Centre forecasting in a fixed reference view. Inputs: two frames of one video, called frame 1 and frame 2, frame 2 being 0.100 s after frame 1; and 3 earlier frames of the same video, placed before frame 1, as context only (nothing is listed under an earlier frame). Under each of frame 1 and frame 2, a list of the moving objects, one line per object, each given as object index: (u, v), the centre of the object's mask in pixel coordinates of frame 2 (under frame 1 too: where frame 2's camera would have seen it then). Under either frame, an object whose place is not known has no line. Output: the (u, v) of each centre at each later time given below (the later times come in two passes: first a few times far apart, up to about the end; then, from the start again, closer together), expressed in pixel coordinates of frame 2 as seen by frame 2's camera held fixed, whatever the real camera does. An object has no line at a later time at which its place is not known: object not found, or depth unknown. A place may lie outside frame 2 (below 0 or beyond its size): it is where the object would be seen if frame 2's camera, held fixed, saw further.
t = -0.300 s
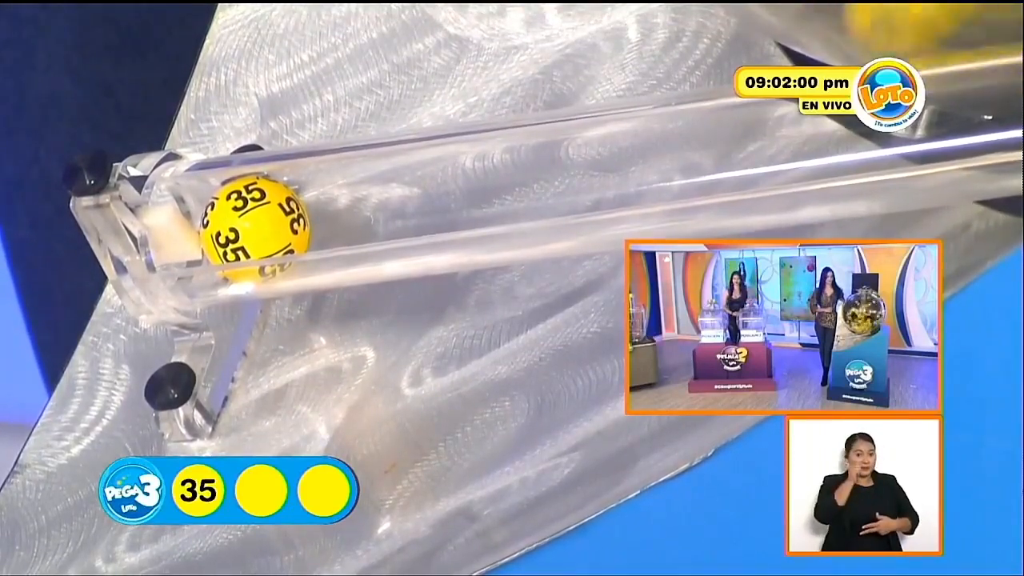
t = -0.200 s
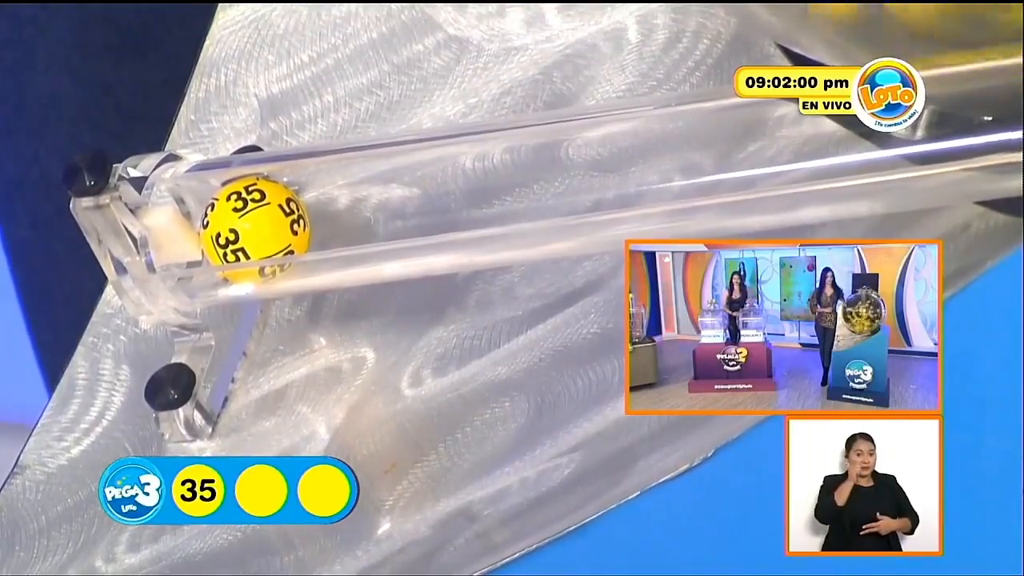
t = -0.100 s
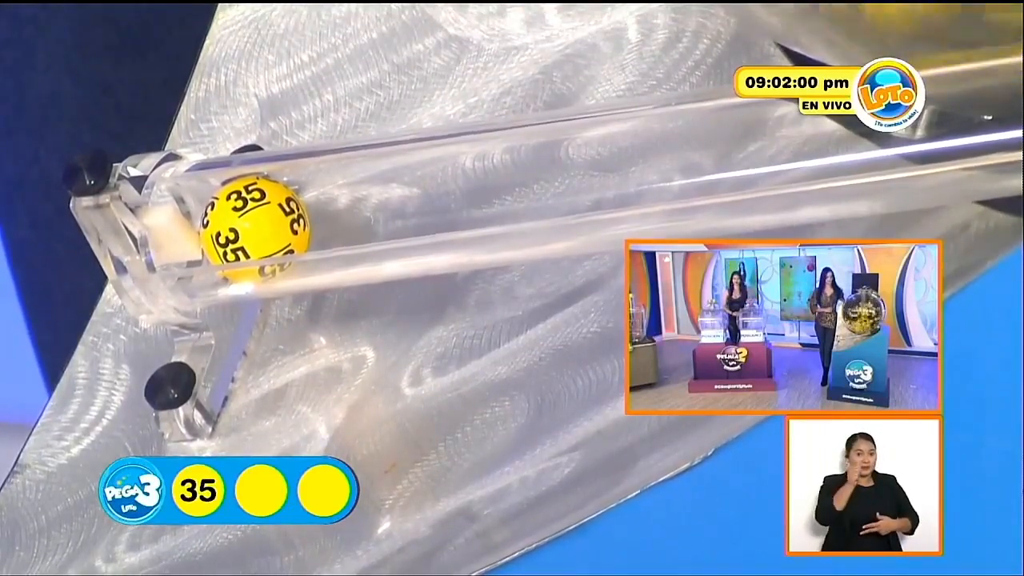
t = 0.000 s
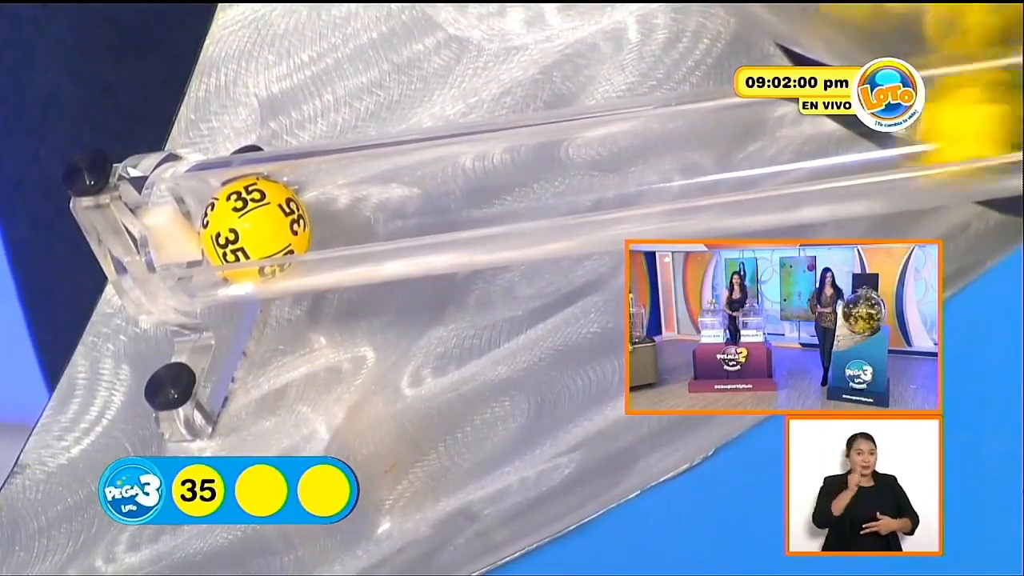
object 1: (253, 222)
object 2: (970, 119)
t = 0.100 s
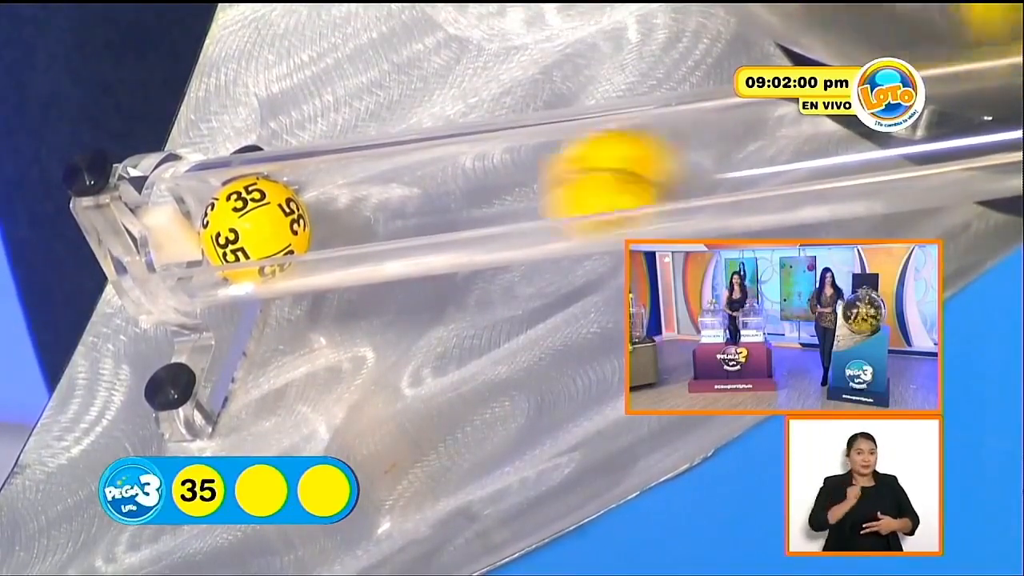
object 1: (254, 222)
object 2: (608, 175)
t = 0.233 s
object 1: (272, 218)
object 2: (400, 201)
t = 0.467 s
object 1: (254, 227)
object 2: (366, 213)
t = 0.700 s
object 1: (247, 222)
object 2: (342, 216)
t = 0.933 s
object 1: (247, 222)
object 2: (342, 216)
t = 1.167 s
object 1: (247, 221)
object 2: (342, 216)
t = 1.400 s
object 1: (247, 222)
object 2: (342, 217)
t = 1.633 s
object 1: (247, 222)
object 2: (342, 217)
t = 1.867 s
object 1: (247, 222)
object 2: (342, 216)
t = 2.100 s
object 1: (247, 222)
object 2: (342, 217)
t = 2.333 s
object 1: (247, 222)
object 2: (342, 217)
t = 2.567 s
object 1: (247, 222)
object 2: (342, 217)
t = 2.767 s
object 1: (247, 222)
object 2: (342, 217)
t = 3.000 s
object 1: (247, 222)
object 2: (342, 216)
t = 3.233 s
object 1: (247, 222)
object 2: (342, 216)
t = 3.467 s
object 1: (248, 228)
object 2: (341, 211)
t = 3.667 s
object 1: (247, 222)
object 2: (341, 211)
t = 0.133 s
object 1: (254, 222)
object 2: (498, 188)
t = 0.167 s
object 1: (254, 222)
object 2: (387, 206)
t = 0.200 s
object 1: (260, 218)
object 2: (363, 208)
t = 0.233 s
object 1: (272, 218)
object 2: (400, 201)
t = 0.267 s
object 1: (272, 219)
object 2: (416, 199)
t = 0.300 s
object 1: (266, 220)
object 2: (432, 198)
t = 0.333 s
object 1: (264, 226)
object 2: (436, 197)
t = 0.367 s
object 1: (256, 226)
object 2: (422, 199)
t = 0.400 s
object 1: (256, 222)
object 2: (410, 202)
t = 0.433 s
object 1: (254, 223)
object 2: (392, 204)
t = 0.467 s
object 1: (254, 227)
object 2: (366, 213)
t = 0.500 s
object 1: (249, 223)
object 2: (344, 212)
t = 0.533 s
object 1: (252, 225)
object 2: (346, 210)
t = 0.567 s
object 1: (249, 222)
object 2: (343, 211)
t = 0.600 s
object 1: (247, 221)
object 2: (341, 211)
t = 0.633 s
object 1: (247, 221)
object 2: (341, 211)
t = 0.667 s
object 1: (247, 222)
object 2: (342, 211)
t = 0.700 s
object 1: (247, 222)
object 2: (342, 216)
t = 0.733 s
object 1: (247, 222)
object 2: (342, 216)
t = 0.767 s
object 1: (247, 222)
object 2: (342, 217)
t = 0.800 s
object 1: (247, 222)
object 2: (342, 217)
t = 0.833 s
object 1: (247, 222)
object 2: (342, 216)
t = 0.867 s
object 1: (247, 222)
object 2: (342, 217)
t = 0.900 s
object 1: (247, 222)
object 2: (342, 216)
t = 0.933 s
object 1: (247, 222)
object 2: (342, 216)
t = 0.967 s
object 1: (247, 222)
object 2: (342, 217)
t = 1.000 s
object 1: (247, 222)
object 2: (342, 216)
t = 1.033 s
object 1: (247, 222)
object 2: (342, 217)
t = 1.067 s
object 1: (247, 222)
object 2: (342, 217)
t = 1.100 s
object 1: (247, 222)
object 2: (342, 216)
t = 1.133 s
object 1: (247, 222)
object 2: (342, 217)
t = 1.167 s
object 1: (247, 221)
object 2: (342, 216)
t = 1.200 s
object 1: (247, 222)
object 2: (342, 217)
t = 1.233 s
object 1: (247, 222)
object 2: (342, 217)
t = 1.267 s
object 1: (247, 222)
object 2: (342, 218)
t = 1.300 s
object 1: (247, 222)
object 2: (342, 217)
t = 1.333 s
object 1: (247, 222)
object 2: (342, 218)
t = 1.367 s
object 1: (247, 222)
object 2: (342, 217)
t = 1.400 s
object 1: (247, 222)
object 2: (342, 217)
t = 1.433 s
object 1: (247, 222)
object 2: (342, 217)
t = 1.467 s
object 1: (247, 222)
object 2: (342, 216)
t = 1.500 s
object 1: (247, 222)
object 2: (342, 218)
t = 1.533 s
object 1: (247, 222)
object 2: (342, 218)
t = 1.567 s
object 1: (247, 222)
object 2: (342, 217)
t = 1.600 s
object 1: (247, 222)
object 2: (342, 216)
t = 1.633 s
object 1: (247, 222)
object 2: (342, 217)
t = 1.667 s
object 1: (247, 222)
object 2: (342, 217)
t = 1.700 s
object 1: (247, 222)
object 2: (342, 217)
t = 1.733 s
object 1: (247, 222)
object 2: (342, 217)
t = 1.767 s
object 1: (247, 222)
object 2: (342, 217)
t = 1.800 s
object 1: (247, 222)
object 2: (342, 216)
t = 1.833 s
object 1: (247, 222)
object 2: (342, 217)
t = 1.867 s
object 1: (247, 222)
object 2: (342, 216)
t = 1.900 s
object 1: (247, 222)
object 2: (342, 217)
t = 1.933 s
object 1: (247, 222)
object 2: (342, 217)
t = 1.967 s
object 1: (247, 222)
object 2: (342, 217)
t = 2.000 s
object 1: (247, 222)
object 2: (342, 217)
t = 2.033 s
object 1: (247, 222)
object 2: (342, 217)
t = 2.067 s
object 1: (247, 222)
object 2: (342, 217)
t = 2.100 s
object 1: (247, 222)
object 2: (342, 217)
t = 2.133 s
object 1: (247, 222)
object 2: (342, 217)
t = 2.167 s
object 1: (247, 222)
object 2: (342, 217)
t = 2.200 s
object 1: (247, 222)
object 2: (342, 217)
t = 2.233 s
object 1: (247, 222)
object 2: (342, 217)
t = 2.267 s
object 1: (247, 222)
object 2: (342, 216)
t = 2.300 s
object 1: (247, 222)
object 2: (342, 217)
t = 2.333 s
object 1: (247, 222)
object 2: (342, 217)
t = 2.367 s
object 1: (247, 222)
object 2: (342, 217)
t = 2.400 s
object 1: (247, 222)
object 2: (342, 217)
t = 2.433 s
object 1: (247, 222)
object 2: (342, 217)
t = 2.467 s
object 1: (247, 222)
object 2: (342, 217)
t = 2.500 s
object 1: (247, 222)
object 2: (342, 217)
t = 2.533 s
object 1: (247, 222)
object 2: (342, 217)
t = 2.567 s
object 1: (247, 222)
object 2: (342, 217)
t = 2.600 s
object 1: (247, 222)
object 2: (342, 217)
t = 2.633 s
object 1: (247, 222)
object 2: (342, 217)
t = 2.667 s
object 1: (247, 222)
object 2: (342, 217)
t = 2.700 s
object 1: (247, 222)
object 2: (342, 217)
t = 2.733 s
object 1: (247, 222)
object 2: (342, 217)
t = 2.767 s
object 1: (247, 222)
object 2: (342, 217)
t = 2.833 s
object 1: (247, 222)
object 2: (342, 217)
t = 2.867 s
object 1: (247, 222)
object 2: (342, 217)
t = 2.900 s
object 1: (247, 221)
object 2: (342, 217)
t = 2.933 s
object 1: (247, 222)
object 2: (342, 217)
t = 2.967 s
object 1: (247, 222)
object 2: (342, 216)
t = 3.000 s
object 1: (247, 222)
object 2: (342, 216)
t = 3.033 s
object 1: (247, 222)
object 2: (342, 217)
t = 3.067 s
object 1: (248, 228)
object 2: (342, 217)
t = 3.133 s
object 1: (247, 222)
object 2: (342, 217)
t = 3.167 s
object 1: (247, 222)
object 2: (342, 217)
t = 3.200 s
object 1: (247, 222)
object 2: (342, 216)
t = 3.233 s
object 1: (247, 222)
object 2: (342, 216)
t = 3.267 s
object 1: (247, 222)
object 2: (342, 217)
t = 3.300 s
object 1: (247, 221)
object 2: (342, 217)
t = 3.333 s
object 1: (248, 228)
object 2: (342, 217)
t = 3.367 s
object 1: (247, 222)
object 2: (342, 216)
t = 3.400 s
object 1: (247, 222)
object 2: (342, 211)
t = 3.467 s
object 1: (248, 228)
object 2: (341, 211)
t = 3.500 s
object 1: (247, 222)
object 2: (341, 211)
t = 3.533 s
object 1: (247, 222)
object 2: (342, 211)
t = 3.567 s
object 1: (247, 222)
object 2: (342, 216)
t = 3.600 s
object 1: (247, 222)
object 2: (342, 216)
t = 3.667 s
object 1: (247, 222)
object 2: (341, 211)
